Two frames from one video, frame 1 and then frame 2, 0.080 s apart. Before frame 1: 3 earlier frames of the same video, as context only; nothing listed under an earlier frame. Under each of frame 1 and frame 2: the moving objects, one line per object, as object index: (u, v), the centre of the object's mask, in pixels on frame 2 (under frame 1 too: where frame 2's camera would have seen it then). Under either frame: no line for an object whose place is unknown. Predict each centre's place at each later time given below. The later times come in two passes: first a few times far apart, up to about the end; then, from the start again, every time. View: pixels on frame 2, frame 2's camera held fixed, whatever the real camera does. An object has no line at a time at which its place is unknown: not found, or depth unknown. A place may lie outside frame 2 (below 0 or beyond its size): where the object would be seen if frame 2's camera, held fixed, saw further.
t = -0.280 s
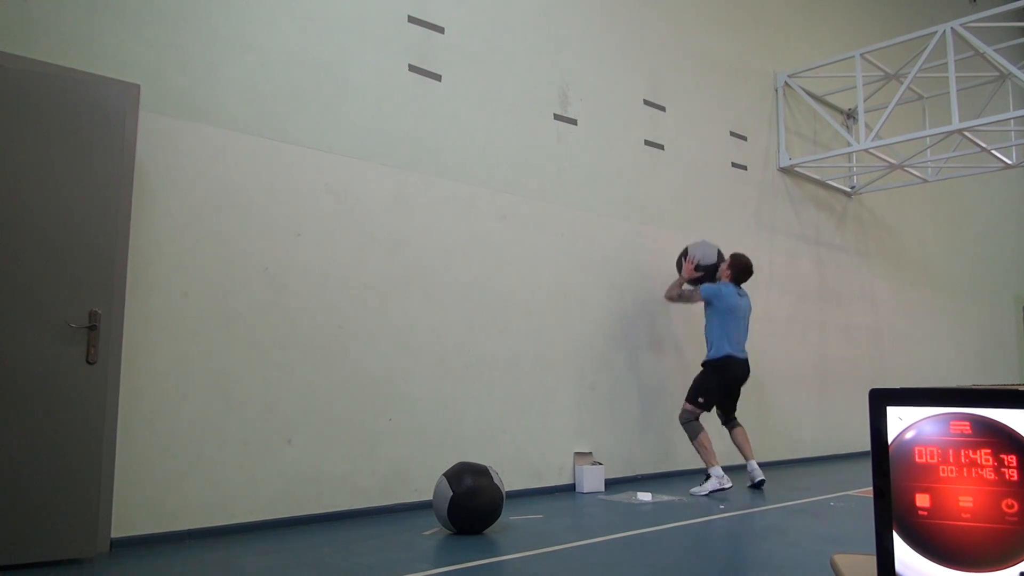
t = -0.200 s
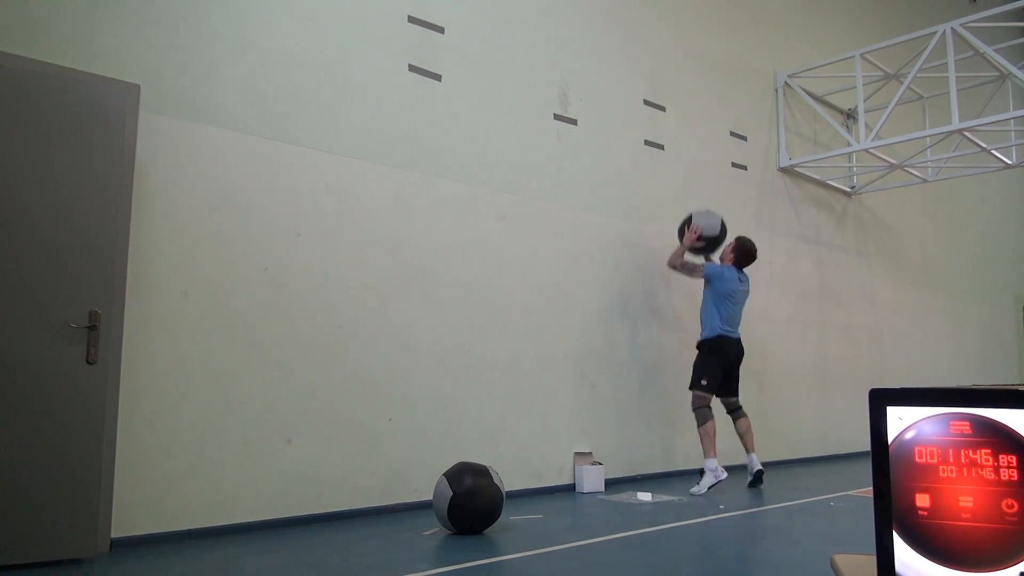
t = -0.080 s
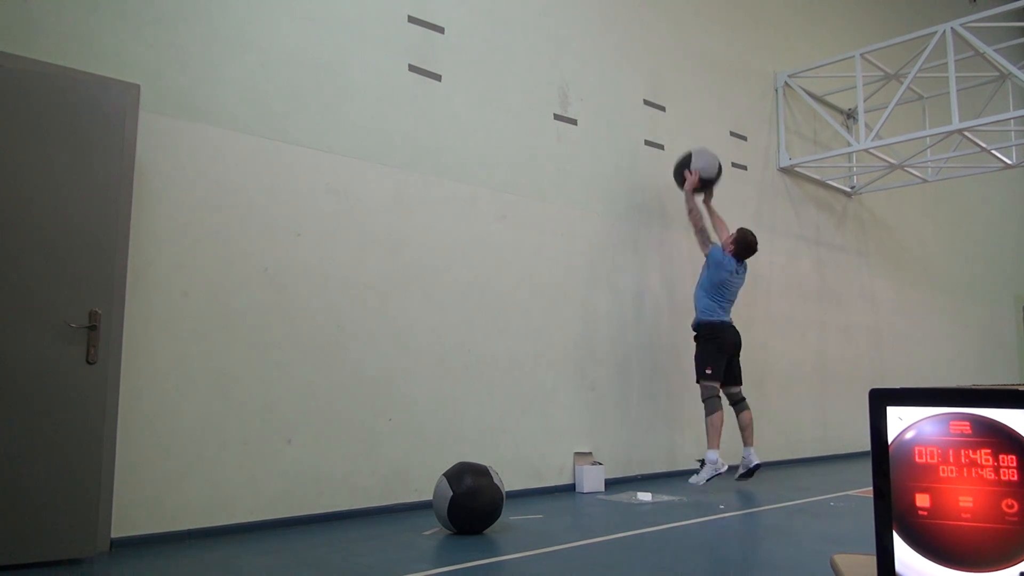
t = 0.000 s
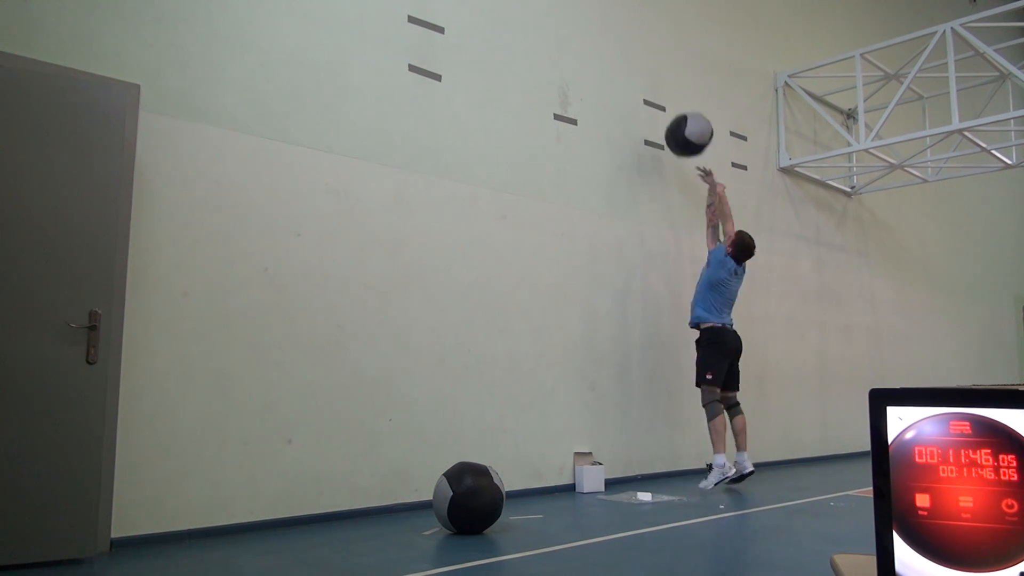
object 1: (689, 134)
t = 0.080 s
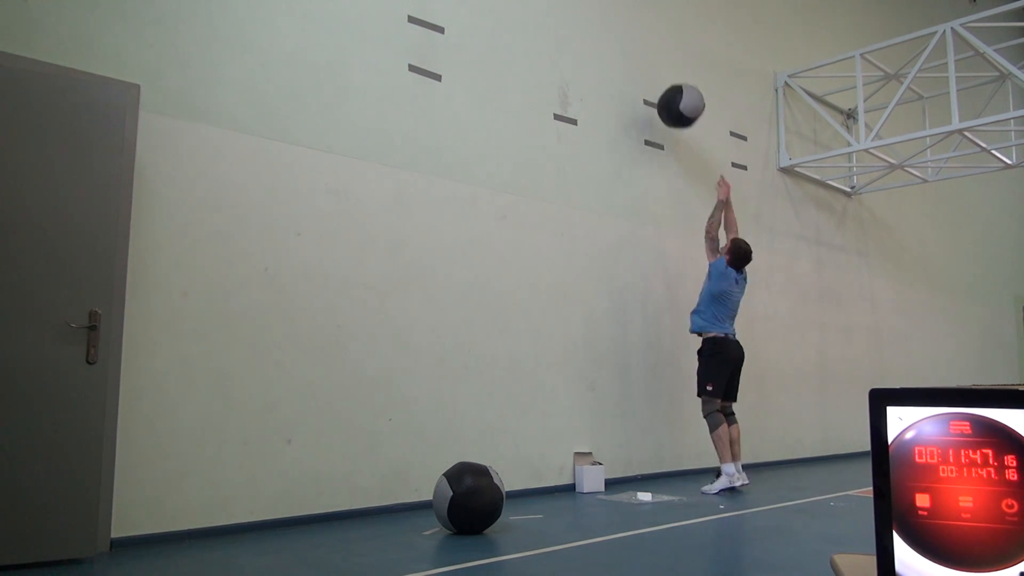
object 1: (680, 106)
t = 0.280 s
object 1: (661, 69)
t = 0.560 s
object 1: (676, 93)
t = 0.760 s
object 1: (689, 169)
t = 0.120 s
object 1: (676, 95)
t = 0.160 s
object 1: (672, 85)
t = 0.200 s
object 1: (669, 77)
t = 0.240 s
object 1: (665, 72)
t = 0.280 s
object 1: (661, 69)
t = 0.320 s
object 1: (661, 67)
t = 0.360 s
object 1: (664, 67)
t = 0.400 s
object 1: (666, 68)
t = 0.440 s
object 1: (669, 71)
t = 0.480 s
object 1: (671, 76)
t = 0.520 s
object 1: (674, 83)
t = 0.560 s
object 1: (676, 93)
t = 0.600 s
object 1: (679, 104)
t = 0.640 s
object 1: (681, 117)
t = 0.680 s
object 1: (684, 132)
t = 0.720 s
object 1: (687, 149)
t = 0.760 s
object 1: (689, 169)
